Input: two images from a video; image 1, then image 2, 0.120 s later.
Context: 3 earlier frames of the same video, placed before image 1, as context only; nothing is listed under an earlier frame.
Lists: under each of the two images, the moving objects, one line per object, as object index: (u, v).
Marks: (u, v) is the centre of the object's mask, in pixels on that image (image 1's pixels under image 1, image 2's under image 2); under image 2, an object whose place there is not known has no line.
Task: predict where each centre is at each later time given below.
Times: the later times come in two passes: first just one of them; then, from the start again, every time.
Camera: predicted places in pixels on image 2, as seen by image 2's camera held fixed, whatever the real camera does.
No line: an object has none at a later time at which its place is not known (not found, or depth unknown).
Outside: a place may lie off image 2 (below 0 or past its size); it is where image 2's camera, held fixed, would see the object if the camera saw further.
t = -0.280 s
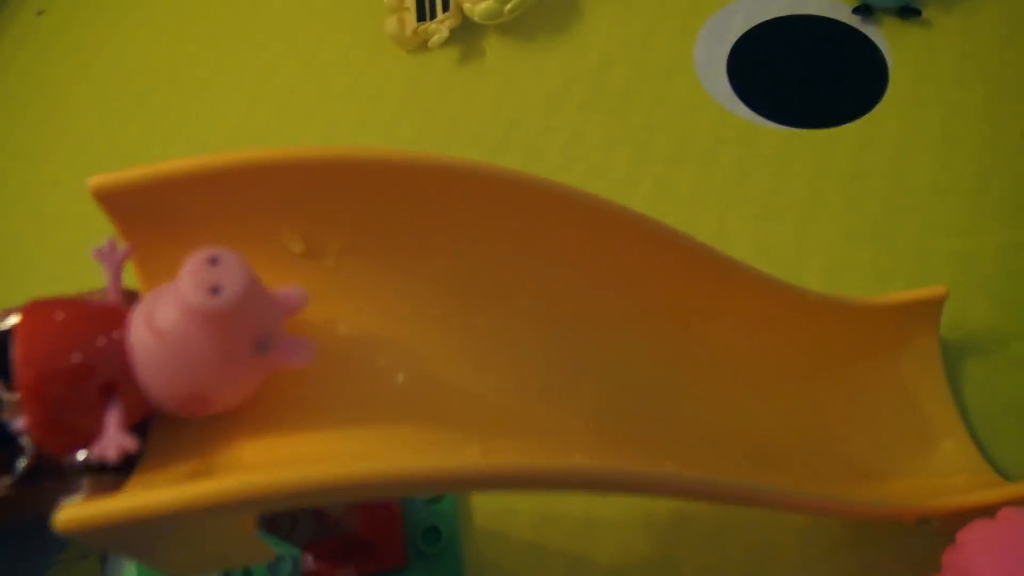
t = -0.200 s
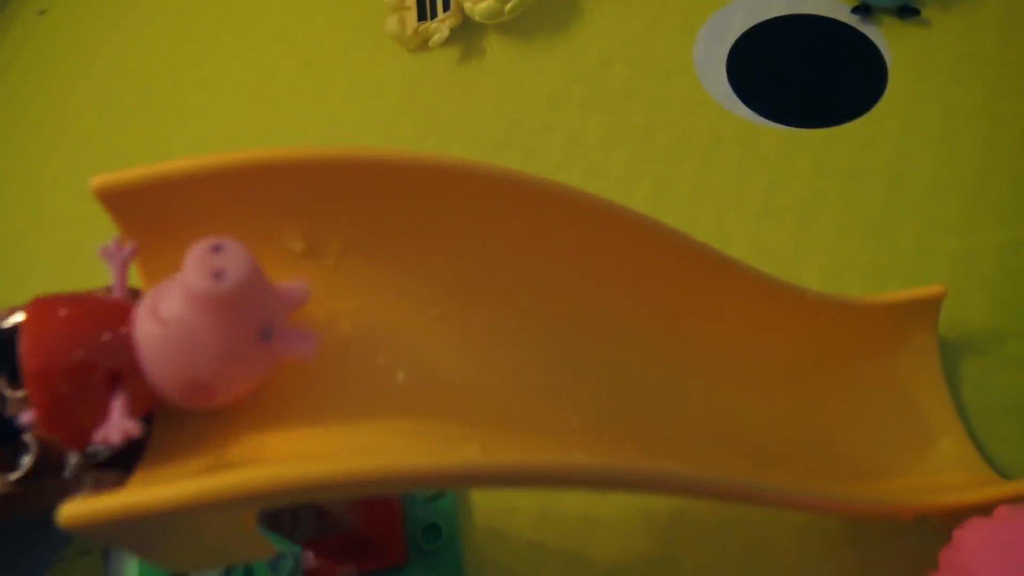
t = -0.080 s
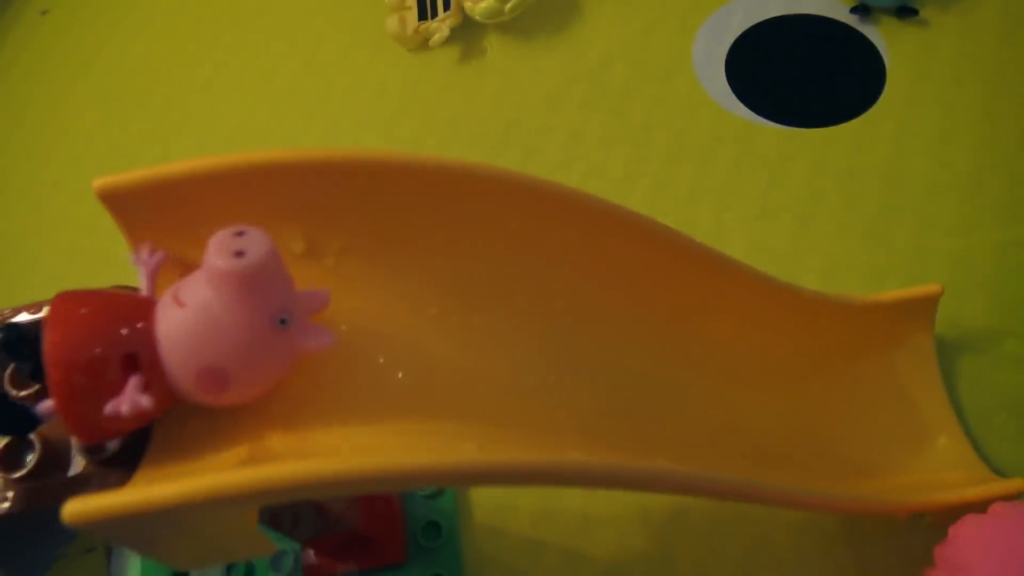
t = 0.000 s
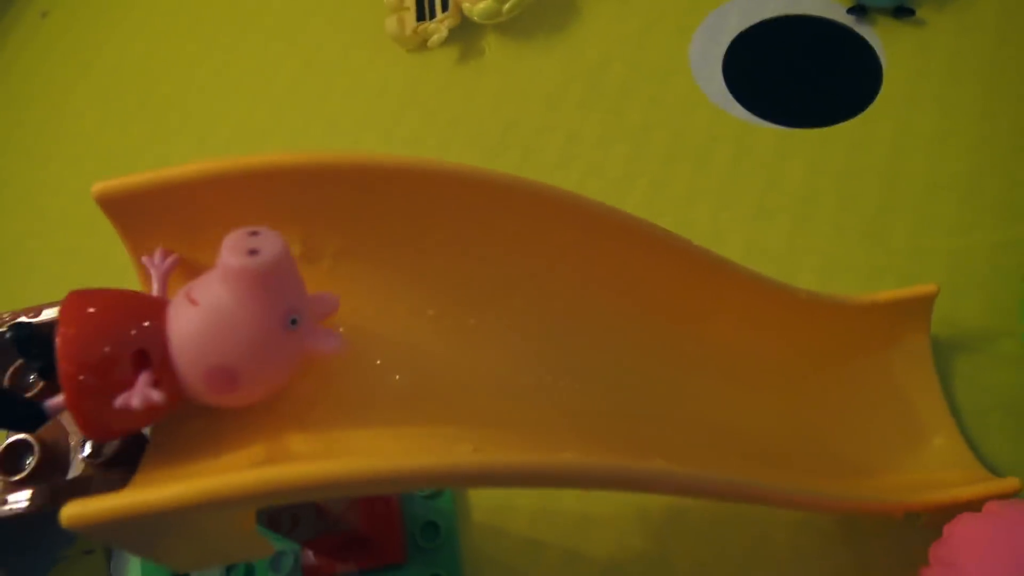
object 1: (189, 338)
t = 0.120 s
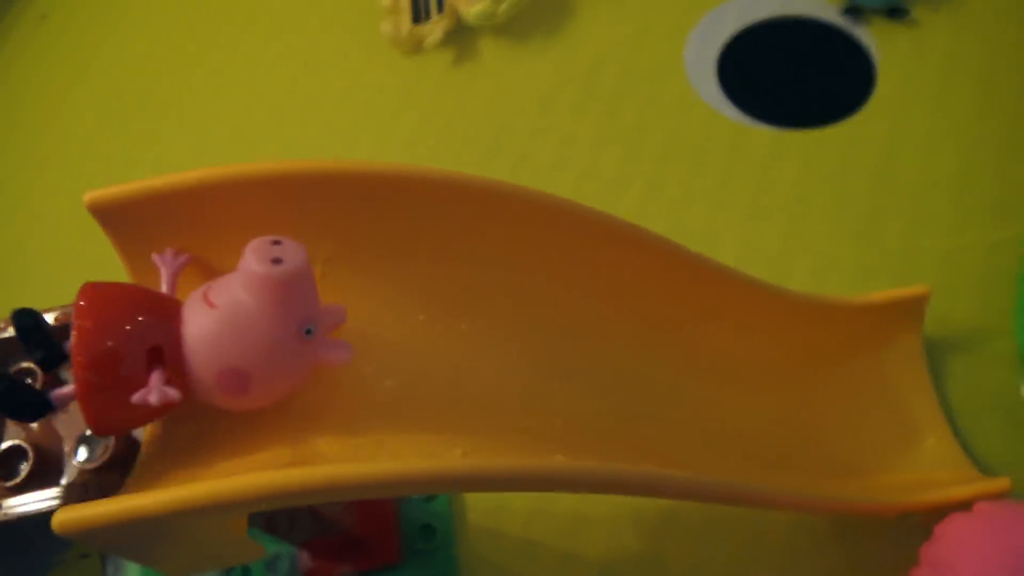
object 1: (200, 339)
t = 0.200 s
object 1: (223, 338)
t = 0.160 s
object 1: (210, 338)
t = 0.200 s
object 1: (223, 338)
